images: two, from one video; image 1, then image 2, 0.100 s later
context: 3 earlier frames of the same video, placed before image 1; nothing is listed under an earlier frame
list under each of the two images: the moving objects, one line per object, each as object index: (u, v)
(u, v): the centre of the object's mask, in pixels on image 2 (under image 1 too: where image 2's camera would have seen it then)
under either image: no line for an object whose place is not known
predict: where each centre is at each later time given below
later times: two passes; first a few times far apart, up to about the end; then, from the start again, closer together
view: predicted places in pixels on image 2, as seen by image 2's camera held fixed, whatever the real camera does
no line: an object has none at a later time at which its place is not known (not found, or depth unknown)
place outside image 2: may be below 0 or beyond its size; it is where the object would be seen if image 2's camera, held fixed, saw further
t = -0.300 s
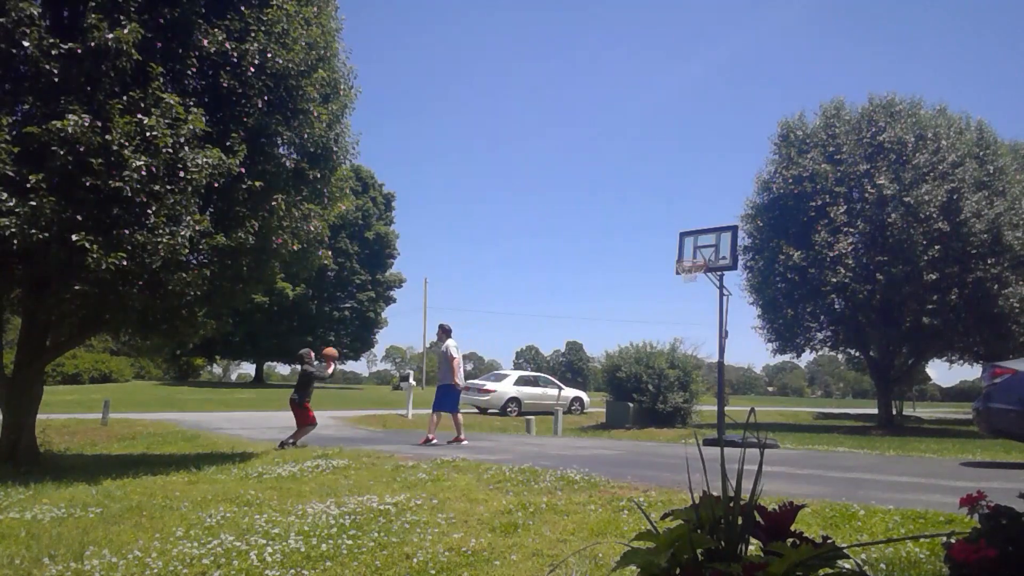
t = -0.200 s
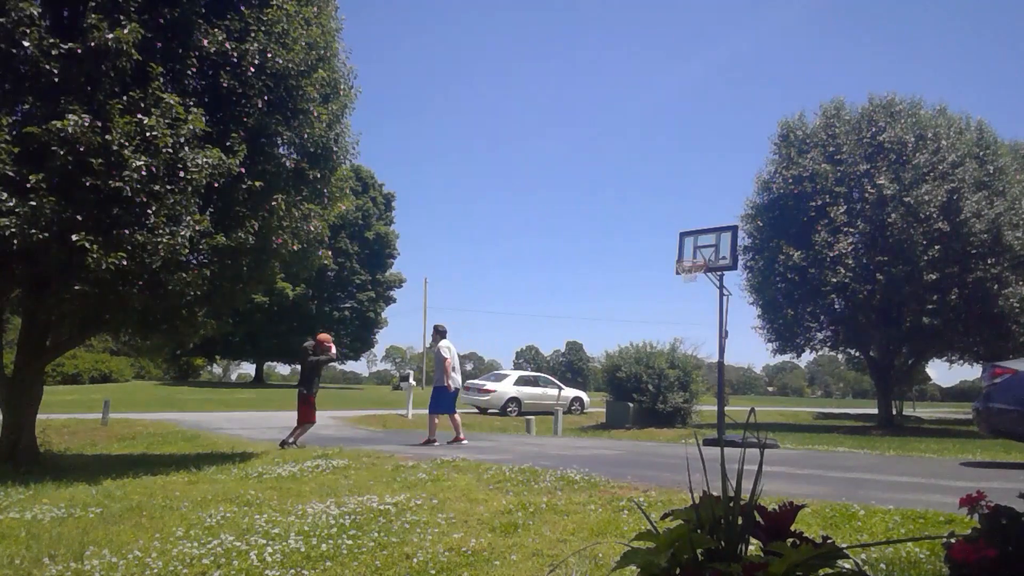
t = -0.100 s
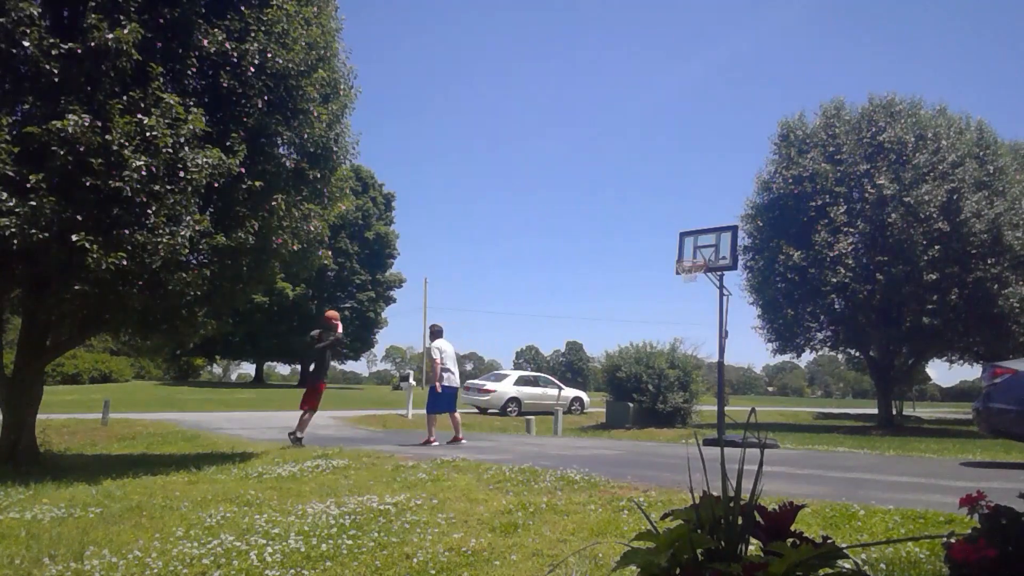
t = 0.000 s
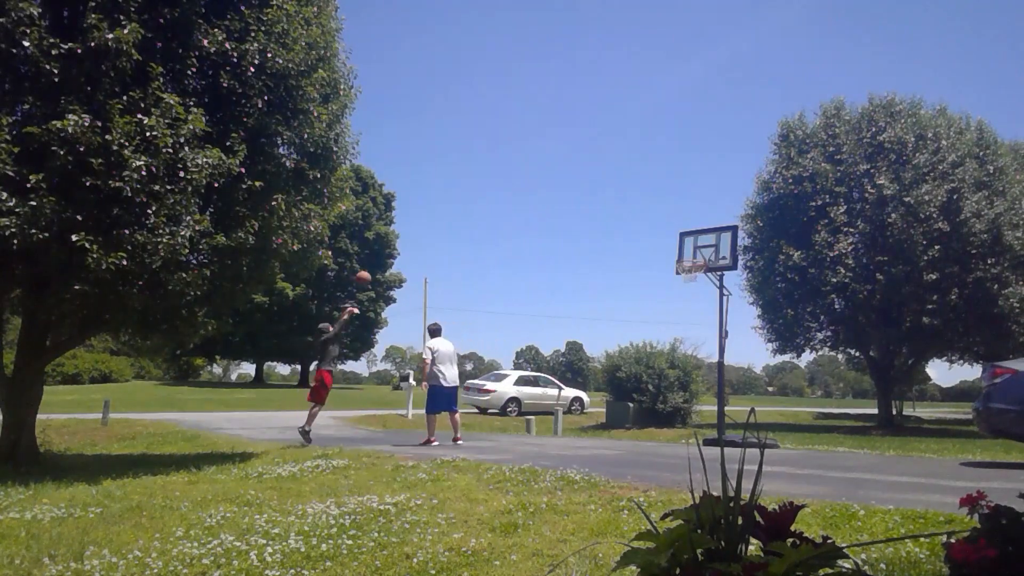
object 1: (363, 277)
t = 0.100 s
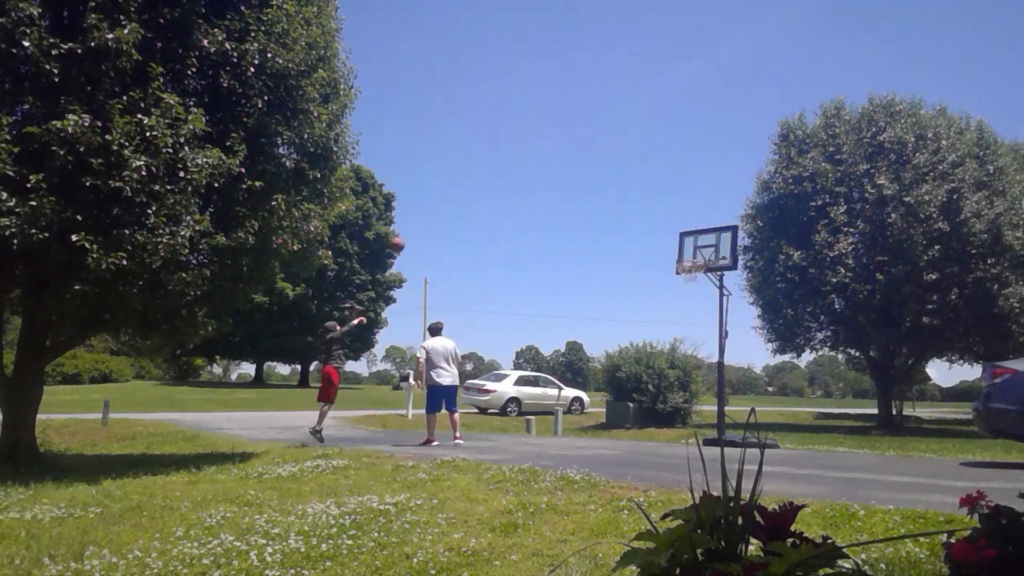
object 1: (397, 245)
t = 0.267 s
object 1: (450, 205)
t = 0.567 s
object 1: (539, 176)
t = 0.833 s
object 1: (614, 193)
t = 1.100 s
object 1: (688, 251)
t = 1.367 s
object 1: (719, 210)
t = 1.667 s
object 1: (753, 187)
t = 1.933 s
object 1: (790, 215)
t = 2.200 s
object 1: (836, 298)
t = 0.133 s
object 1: (408, 235)
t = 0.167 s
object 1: (419, 226)
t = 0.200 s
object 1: (429, 218)
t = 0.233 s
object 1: (440, 211)
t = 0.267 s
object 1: (450, 205)
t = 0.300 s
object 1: (460, 199)
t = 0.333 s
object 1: (471, 193)
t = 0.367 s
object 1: (480, 189)
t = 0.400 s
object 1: (491, 185)
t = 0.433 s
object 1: (500, 182)
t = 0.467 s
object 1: (510, 179)
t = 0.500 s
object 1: (520, 177)
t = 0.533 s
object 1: (529, 176)
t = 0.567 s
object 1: (539, 176)
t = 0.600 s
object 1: (548, 175)
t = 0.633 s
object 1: (558, 176)
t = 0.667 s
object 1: (567, 178)
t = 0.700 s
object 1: (577, 179)
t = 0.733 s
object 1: (586, 182)
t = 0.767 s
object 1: (596, 185)
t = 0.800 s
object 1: (605, 189)
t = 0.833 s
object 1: (614, 193)
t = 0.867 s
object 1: (623, 198)
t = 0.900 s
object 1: (632, 204)
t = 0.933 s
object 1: (642, 210)
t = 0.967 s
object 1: (651, 217)
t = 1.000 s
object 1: (660, 225)
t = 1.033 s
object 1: (669, 233)
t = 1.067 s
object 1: (678, 241)
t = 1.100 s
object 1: (688, 251)
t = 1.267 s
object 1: (709, 229)
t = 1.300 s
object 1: (712, 222)
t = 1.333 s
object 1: (716, 215)
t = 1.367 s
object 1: (719, 210)
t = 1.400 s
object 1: (723, 205)
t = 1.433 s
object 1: (726, 201)
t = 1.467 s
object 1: (730, 197)
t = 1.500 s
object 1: (734, 194)
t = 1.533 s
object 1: (738, 191)
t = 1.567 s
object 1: (741, 189)
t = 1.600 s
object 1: (745, 188)
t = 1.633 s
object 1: (749, 187)
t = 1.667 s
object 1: (753, 187)
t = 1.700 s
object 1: (758, 188)
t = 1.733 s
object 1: (762, 189)
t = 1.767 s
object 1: (767, 191)
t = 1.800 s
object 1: (771, 195)
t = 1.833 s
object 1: (775, 197)
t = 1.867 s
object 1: (781, 203)
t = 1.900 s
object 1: (785, 208)
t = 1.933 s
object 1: (790, 215)
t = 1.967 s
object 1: (795, 222)
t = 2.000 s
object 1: (801, 229)
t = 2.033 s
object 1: (806, 238)
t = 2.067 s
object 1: (812, 247)
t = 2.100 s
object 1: (818, 259)
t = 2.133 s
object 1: (823, 271)
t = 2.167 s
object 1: (829, 284)
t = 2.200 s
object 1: (836, 298)
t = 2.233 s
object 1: (842, 314)
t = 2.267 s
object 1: (849, 331)
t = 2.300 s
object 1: (855, 348)
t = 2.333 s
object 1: (863, 366)
